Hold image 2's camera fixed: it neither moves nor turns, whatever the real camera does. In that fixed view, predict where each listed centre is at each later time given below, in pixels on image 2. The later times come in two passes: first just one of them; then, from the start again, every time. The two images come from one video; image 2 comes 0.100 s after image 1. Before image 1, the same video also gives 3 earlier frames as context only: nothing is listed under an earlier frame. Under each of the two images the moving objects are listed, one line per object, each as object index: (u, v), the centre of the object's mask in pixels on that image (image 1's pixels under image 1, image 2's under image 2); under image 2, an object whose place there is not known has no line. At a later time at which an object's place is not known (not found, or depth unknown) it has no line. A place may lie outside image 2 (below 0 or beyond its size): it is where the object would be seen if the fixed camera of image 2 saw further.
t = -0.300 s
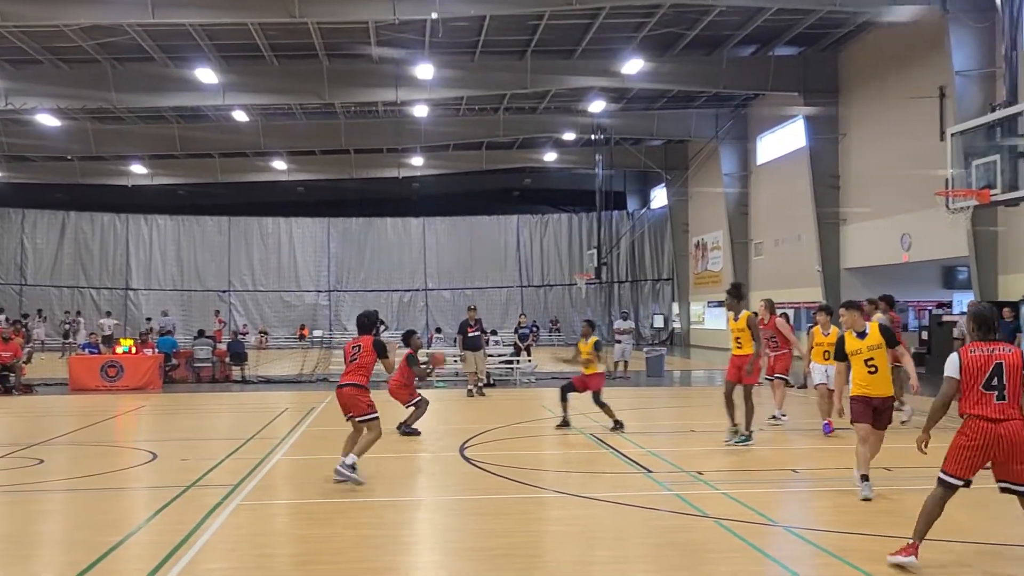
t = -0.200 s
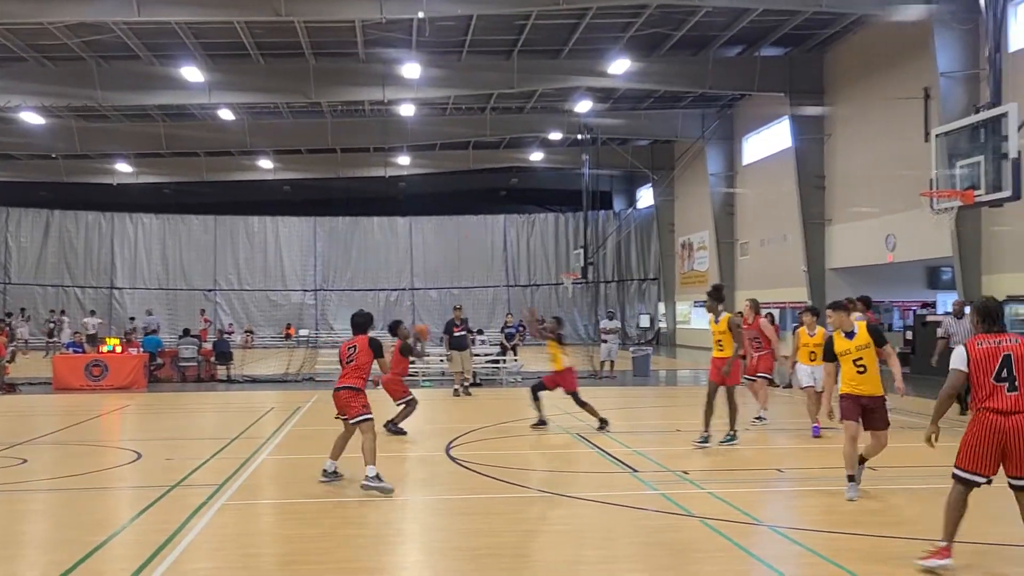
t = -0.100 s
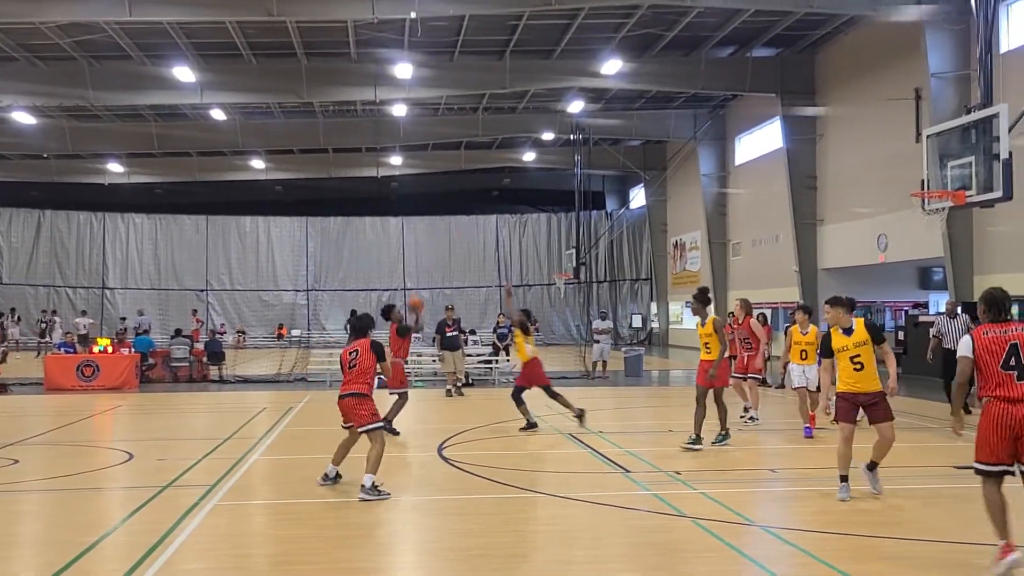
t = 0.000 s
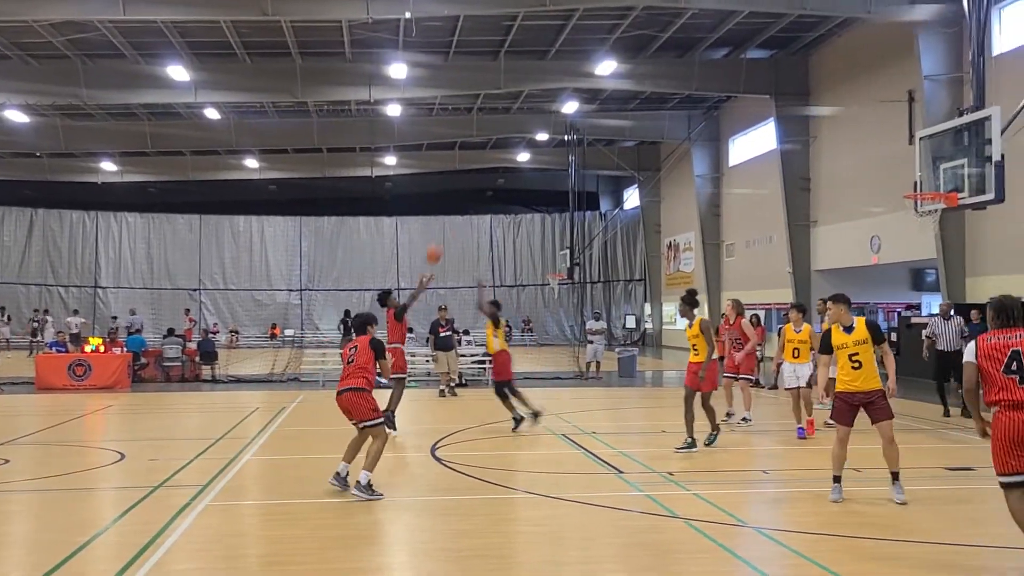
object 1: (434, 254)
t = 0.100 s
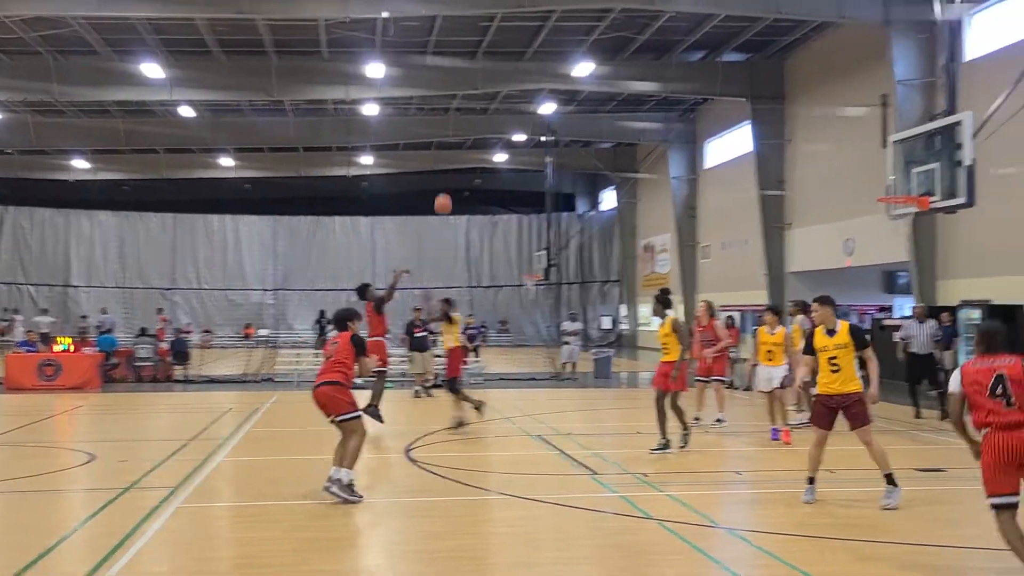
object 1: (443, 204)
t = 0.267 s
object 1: (494, 137)
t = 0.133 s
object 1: (454, 190)
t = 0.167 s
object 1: (464, 175)
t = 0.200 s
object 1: (475, 161)
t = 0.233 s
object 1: (485, 147)
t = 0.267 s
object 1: (494, 137)
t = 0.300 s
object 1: (505, 126)
